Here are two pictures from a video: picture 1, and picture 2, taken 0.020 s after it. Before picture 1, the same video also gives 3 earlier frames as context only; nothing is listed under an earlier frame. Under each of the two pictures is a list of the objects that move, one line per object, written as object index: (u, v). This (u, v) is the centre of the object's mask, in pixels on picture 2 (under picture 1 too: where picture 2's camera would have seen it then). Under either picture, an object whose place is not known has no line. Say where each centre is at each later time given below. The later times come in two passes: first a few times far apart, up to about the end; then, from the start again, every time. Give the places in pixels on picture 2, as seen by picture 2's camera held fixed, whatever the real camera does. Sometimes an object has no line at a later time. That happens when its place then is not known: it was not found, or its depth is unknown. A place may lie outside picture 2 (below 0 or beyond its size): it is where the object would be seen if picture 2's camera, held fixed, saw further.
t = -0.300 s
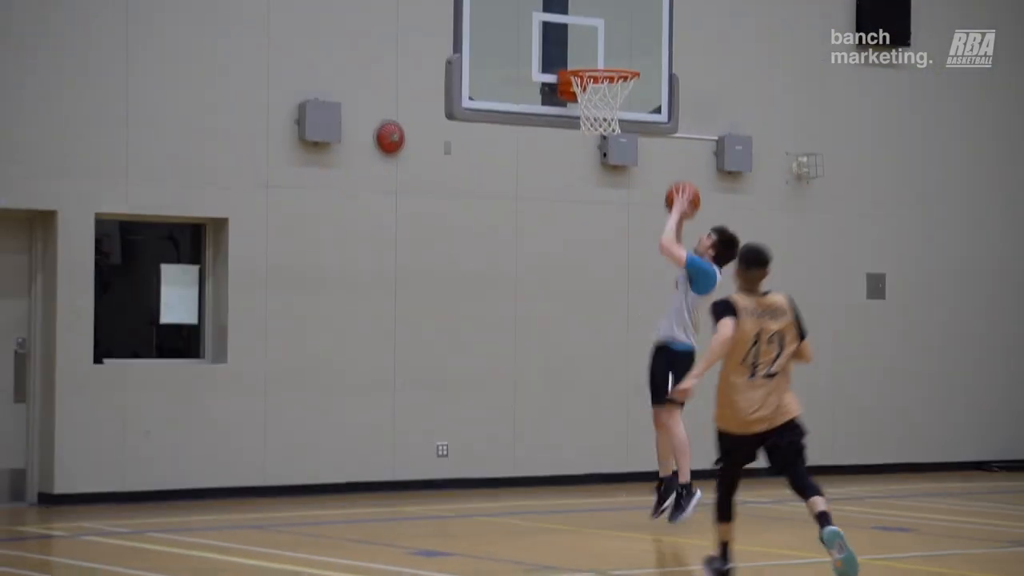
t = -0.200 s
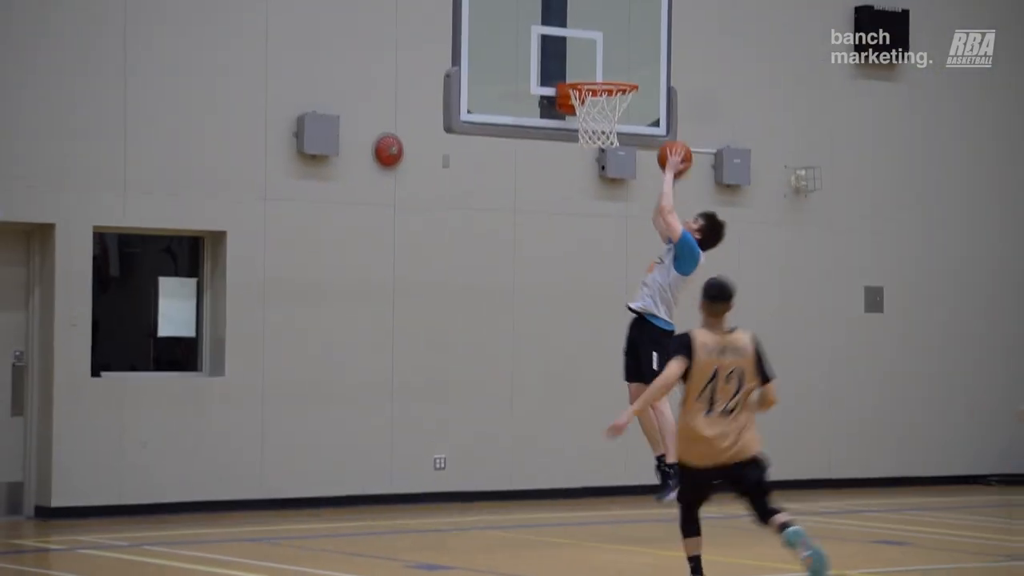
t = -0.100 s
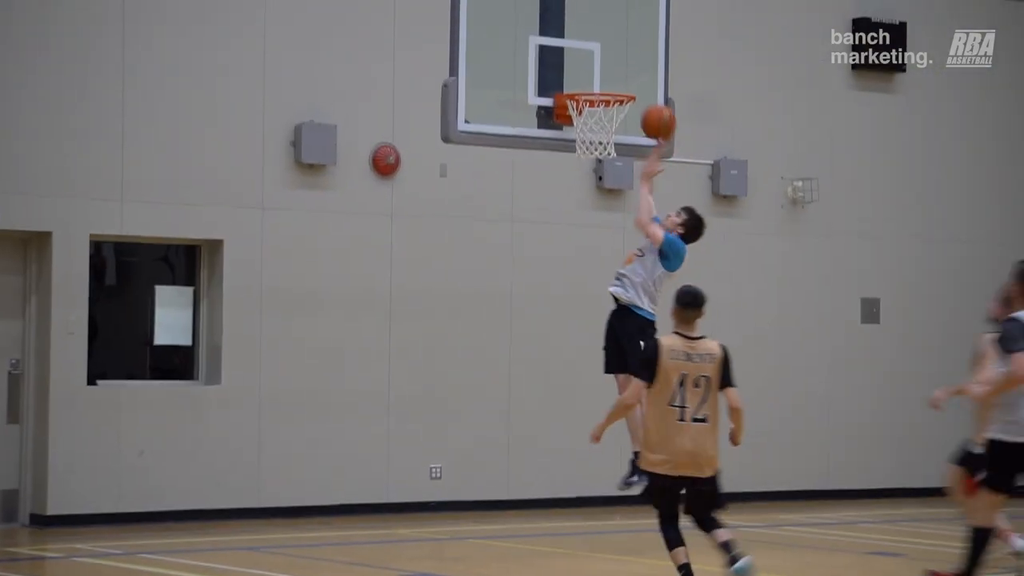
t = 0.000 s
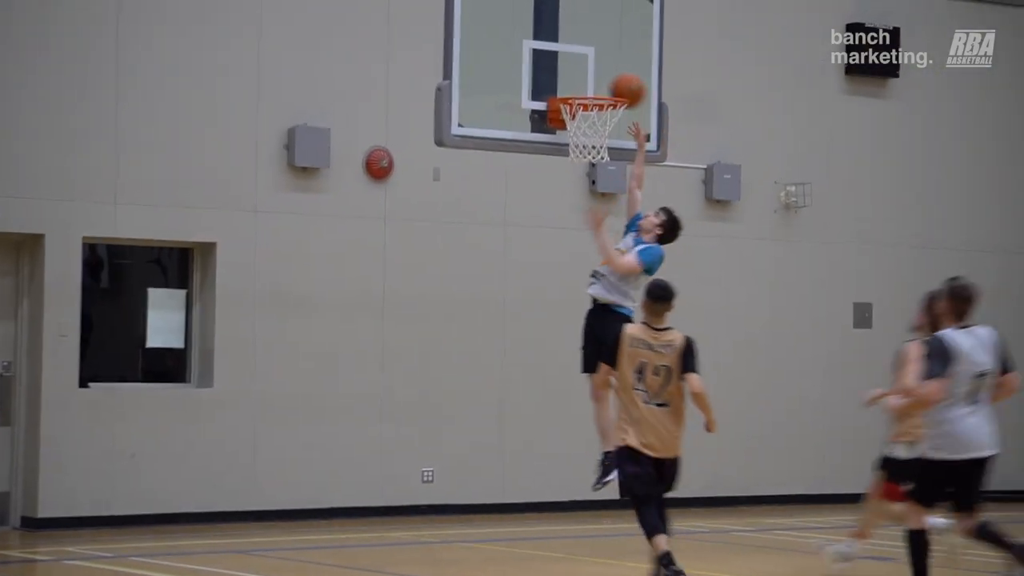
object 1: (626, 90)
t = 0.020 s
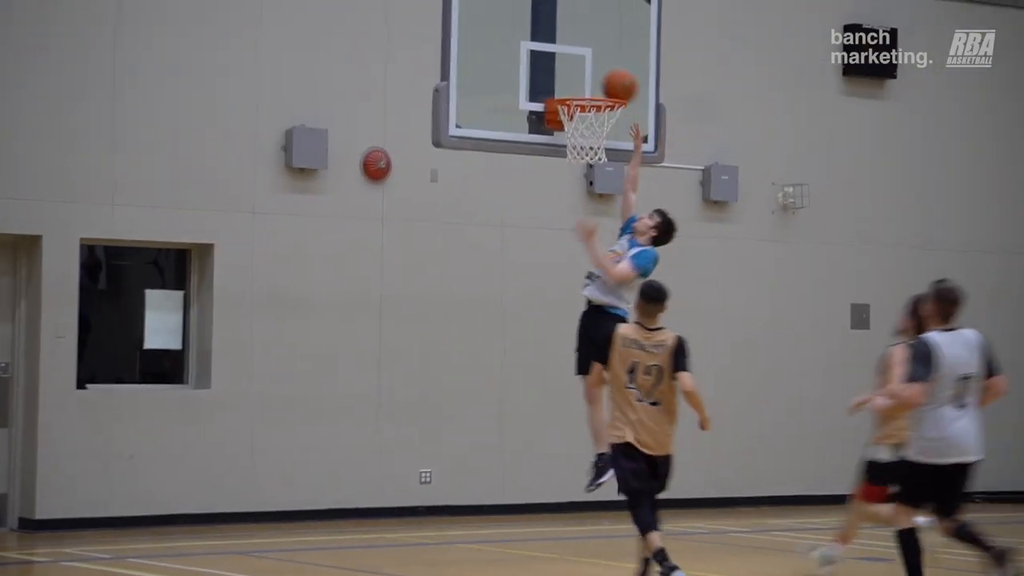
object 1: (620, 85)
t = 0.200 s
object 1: (597, 66)
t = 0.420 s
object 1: (597, 108)
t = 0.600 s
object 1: (595, 149)
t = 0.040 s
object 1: (614, 81)
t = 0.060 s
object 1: (609, 77)
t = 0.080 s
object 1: (603, 74)
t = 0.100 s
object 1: (598, 71)
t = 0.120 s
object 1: (598, 69)
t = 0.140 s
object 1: (598, 67)
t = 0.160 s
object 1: (597, 67)
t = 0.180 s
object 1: (597, 66)
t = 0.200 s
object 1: (597, 66)
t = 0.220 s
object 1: (597, 67)
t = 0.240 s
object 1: (597, 69)
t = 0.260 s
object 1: (597, 70)
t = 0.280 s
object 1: (597, 73)
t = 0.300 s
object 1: (597, 76)
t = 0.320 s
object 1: (597, 80)
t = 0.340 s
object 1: (597, 83)
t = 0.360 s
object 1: (597, 86)
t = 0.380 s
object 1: (597, 89)
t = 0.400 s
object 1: (598, 99)
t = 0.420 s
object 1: (597, 108)
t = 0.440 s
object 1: (597, 115)
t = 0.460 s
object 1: (596, 120)
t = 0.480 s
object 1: (597, 127)
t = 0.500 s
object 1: (597, 132)
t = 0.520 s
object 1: (596, 135)
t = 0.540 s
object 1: (596, 137)
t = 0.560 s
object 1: (596, 141)
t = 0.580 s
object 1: (595, 144)
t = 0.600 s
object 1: (595, 149)
